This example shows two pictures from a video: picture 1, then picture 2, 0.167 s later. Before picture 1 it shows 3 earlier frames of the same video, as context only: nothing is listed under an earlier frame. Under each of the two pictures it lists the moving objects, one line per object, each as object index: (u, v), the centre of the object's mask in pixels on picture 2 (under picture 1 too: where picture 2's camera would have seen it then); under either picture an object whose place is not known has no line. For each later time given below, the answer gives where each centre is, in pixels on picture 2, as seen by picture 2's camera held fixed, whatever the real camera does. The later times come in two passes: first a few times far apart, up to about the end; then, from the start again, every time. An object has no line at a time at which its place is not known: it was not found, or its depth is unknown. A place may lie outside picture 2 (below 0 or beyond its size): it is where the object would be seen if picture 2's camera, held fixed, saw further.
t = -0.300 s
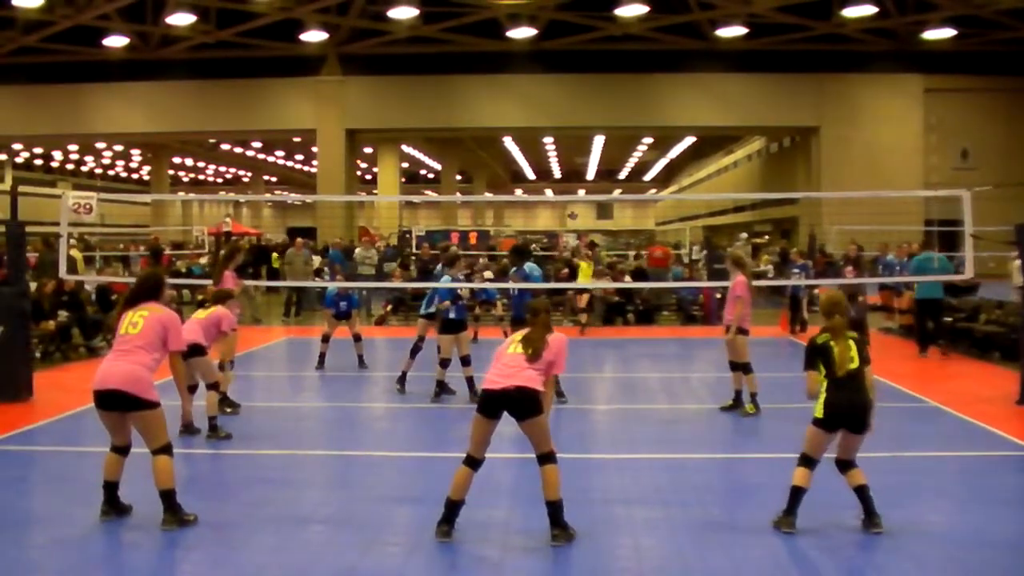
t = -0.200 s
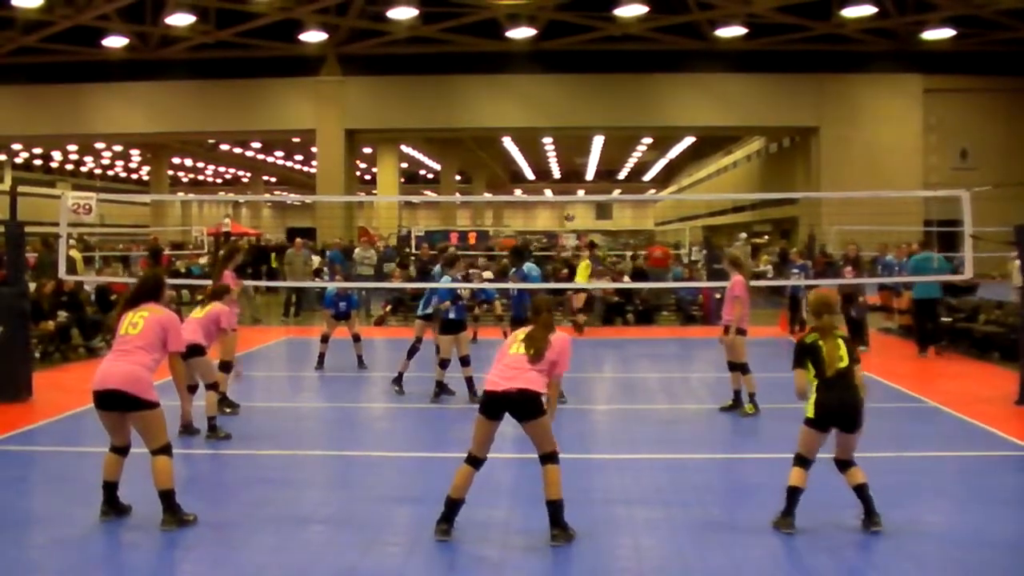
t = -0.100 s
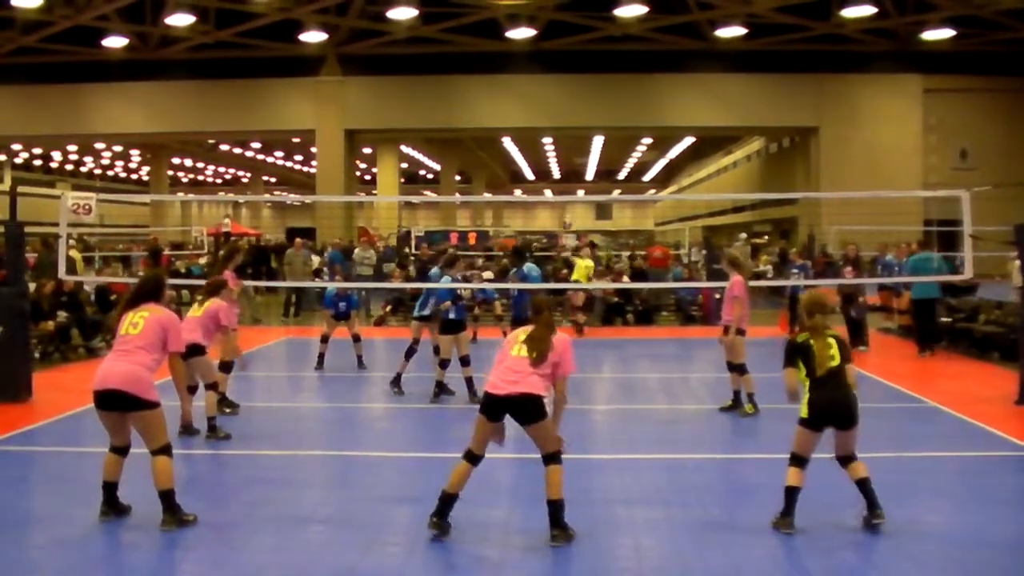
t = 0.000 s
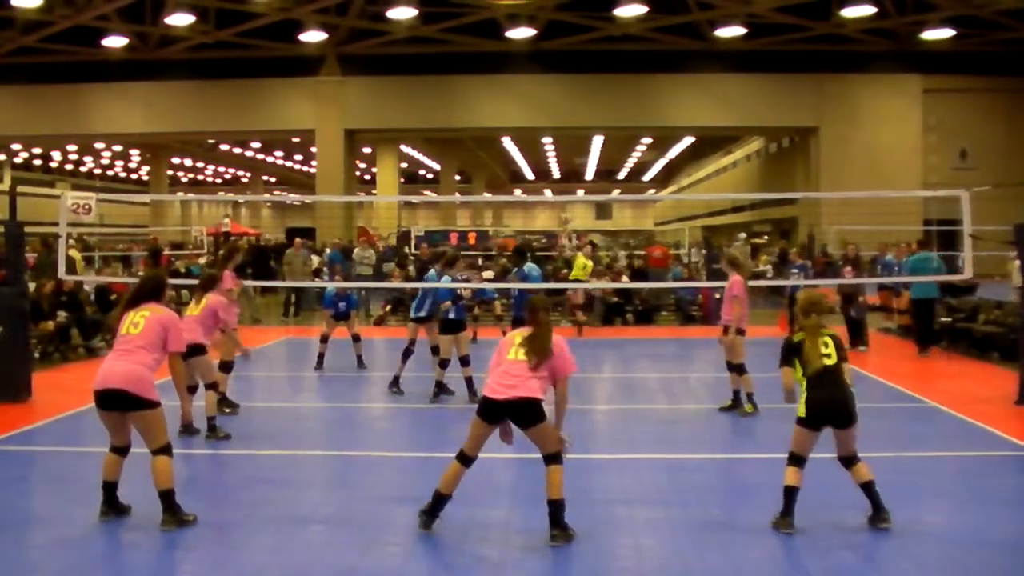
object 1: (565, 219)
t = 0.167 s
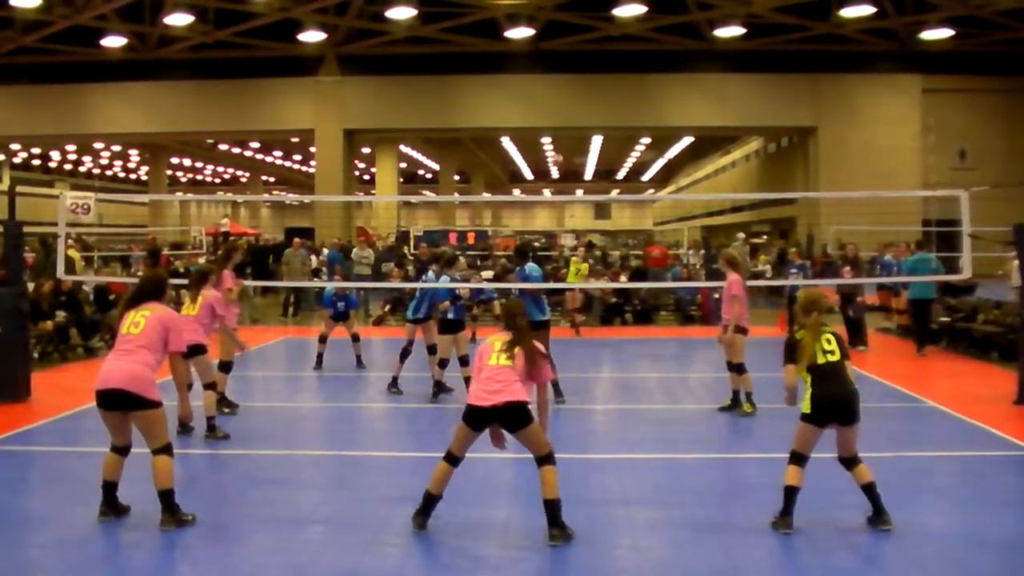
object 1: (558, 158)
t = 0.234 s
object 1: (553, 136)
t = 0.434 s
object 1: (543, 81)
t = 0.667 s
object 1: (533, 34)
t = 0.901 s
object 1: (520, 29)
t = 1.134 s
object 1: (497, 98)
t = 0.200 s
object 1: (555, 147)
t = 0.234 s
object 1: (553, 136)
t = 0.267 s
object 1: (552, 126)
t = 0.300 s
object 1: (551, 117)
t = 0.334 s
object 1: (548, 108)
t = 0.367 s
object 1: (547, 99)
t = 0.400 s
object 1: (544, 90)
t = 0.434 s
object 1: (543, 81)
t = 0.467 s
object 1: (541, 71)
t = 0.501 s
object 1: (540, 65)
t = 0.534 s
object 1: (539, 58)
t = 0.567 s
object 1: (537, 51)
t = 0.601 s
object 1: (535, 45)
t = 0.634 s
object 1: (534, 40)
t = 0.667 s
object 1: (533, 34)
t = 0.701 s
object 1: (530, 30)
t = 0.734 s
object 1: (528, 28)
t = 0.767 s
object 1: (526, 26)
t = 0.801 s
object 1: (525, 25)
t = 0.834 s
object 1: (524, 26)
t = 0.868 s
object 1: (522, 27)
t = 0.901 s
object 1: (520, 29)
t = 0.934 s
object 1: (517, 31)
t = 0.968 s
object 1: (515, 37)
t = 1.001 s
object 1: (512, 45)
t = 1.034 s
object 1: (510, 54)
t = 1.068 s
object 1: (507, 65)
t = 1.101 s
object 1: (503, 79)
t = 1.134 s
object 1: (497, 98)
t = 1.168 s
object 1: (495, 117)
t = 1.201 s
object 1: (486, 144)
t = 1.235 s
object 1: (482, 174)
